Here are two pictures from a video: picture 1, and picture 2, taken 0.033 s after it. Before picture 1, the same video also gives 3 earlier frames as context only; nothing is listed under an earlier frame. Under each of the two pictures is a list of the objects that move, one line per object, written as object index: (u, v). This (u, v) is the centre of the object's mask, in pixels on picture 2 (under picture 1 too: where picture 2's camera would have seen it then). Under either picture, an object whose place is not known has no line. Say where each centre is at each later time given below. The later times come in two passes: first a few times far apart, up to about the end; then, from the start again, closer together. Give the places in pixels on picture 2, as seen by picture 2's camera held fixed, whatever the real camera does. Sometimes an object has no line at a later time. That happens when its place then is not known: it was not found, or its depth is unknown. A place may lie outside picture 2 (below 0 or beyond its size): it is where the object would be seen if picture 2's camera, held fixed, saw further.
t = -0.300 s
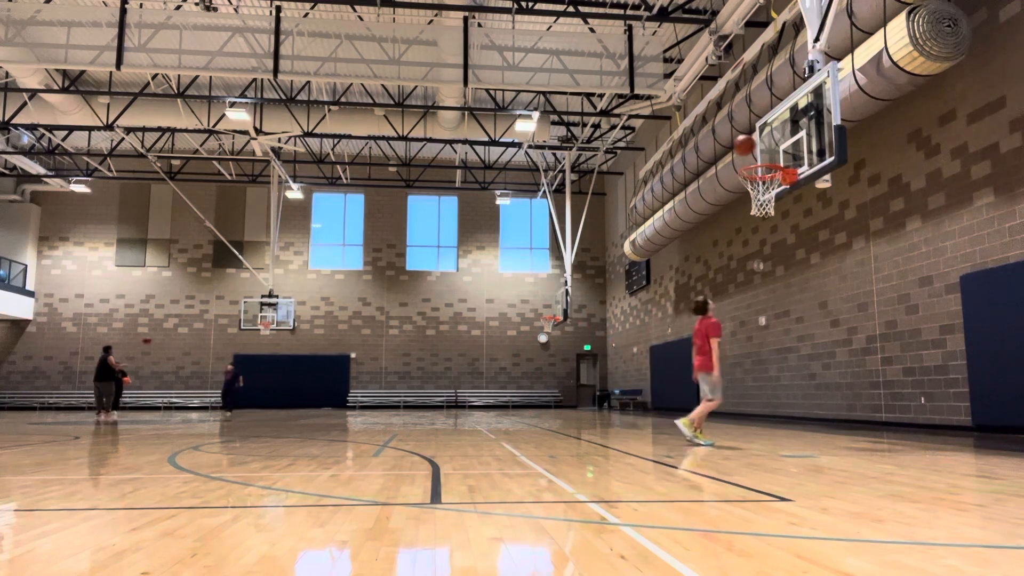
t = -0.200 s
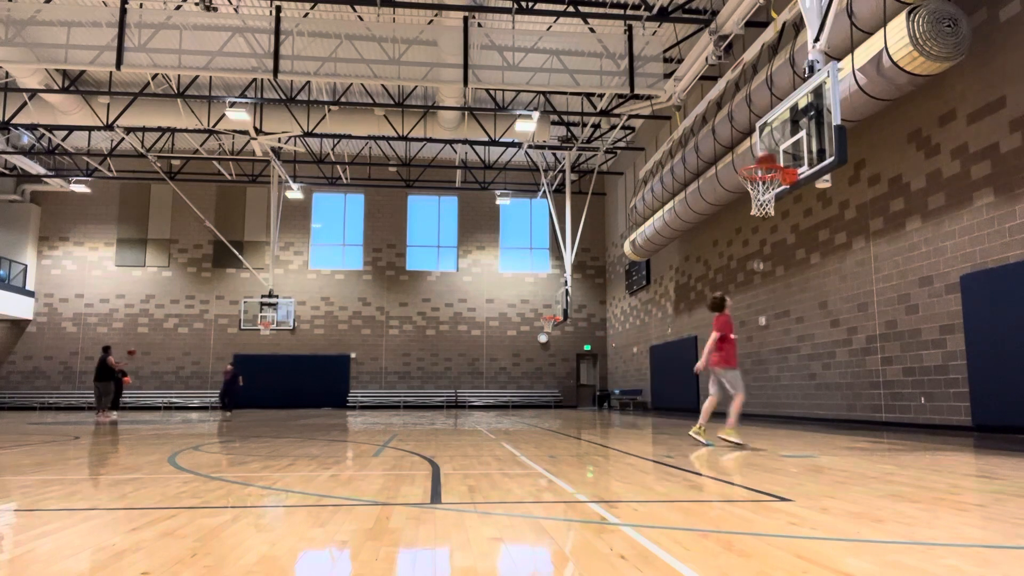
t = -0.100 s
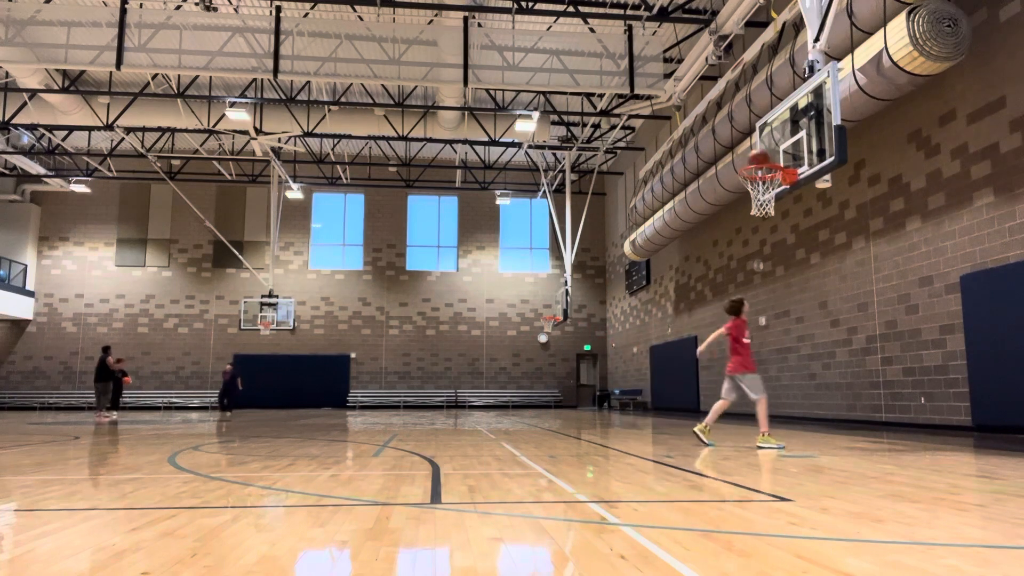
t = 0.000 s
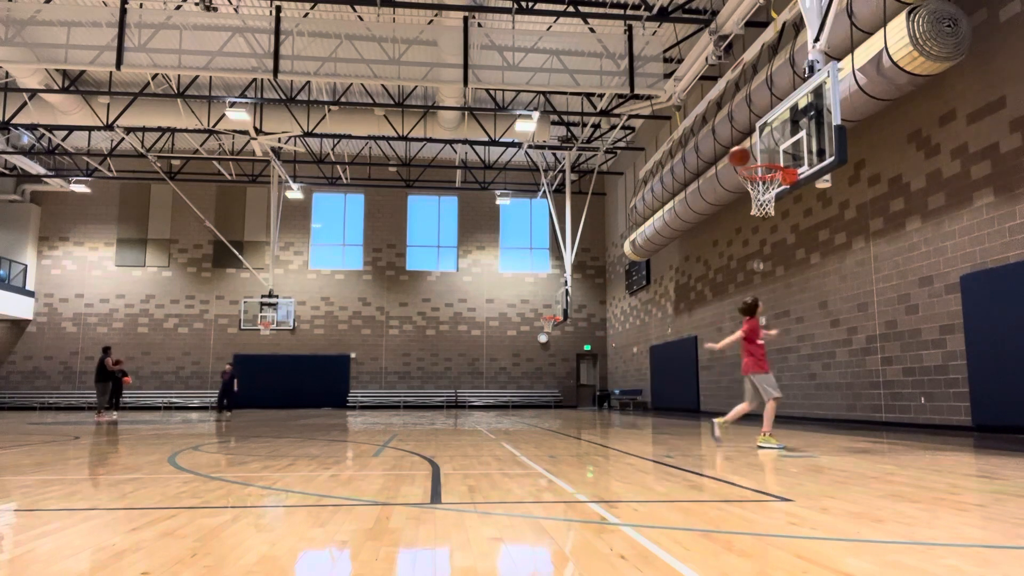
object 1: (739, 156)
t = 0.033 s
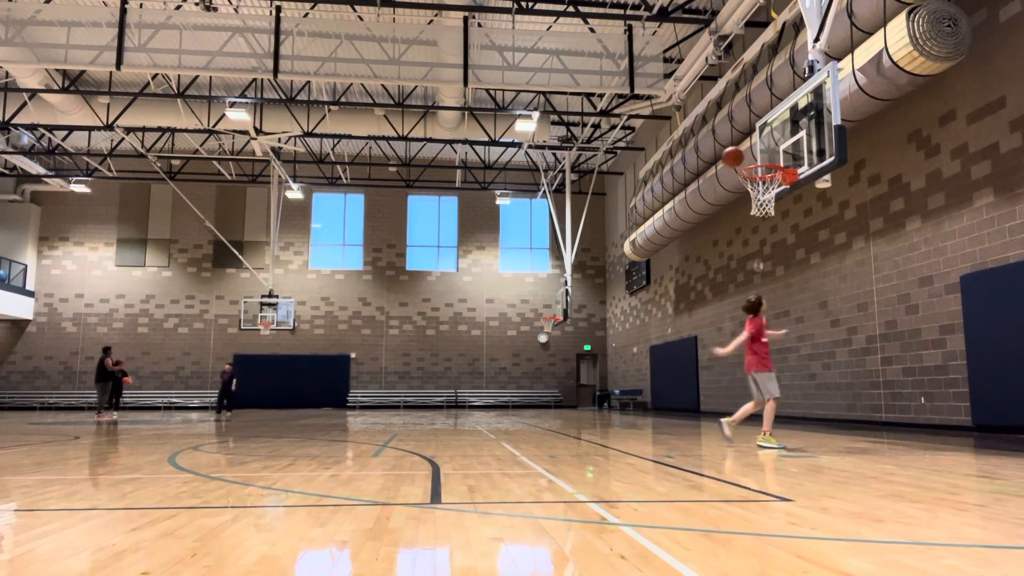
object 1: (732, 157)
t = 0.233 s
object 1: (693, 181)
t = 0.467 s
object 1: (647, 258)
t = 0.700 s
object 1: (598, 392)
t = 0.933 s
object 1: (558, 346)
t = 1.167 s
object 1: (520, 271)
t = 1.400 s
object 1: (482, 251)
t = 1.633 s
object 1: (441, 288)
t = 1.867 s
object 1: (397, 391)
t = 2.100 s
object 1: (353, 375)
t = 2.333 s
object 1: (309, 321)
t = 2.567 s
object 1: (261, 334)
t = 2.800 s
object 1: (205, 419)
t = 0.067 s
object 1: (726, 159)
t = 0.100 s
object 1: (720, 161)
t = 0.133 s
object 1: (713, 165)
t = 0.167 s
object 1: (707, 170)
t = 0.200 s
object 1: (700, 175)
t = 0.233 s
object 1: (693, 181)
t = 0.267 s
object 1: (687, 189)
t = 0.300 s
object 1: (681, 197)
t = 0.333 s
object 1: (674, 207)
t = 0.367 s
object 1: (667, 219)
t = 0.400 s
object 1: (660, 231)
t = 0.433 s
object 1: (653, 243)
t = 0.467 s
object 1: (647, 258)
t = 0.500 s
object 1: (640, 272)
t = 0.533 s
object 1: (634, 289)
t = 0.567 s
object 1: (626, 308)
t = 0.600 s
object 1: (620, 327)
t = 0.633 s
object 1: (611, 347)
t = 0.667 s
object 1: (604, 369)
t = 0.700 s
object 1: (598, 392)
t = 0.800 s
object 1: (578, 413)
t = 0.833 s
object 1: (573, 395)
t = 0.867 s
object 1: (568, 377)
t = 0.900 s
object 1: (563, 361)
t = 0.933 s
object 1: (558, 346)
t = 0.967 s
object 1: (552, 332)
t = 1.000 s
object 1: (547, 319)
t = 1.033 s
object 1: (541, 307)
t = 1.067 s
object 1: (536, 296)
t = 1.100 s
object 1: (531, 286)
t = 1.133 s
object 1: (526, 279)
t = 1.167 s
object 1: (520, 271)
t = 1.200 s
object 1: (515, 265)
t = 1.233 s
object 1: (509, 259)
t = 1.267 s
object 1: (504, 255)
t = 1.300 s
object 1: (498, 252)
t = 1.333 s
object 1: (492, 250)
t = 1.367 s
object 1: (488, 250)
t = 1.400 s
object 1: (482, 251)
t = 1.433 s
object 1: (476, 252)
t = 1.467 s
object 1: (471, 255)
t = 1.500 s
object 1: (465, 259)
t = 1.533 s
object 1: (459, 265)
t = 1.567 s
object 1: (453, 272)
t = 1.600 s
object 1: (447, 280)
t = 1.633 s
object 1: (441, 288)
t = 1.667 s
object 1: (435, 300)
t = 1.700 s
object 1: (429, 310)
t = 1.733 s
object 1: (422, 324)
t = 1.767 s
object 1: (416, 338)
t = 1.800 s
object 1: (411, 354)
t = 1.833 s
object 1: (405, 372)
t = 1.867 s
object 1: (397, 391)
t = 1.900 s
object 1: (391, 411)
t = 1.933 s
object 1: (384, 434)
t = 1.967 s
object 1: (378, 434)
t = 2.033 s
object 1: (365, 402)
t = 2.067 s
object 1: (359, 388)
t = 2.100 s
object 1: (353, 375)
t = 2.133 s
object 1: (347, 364)
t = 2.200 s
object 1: (336, 345)
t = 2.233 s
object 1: (328, 336)
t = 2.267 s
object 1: (322, 330)
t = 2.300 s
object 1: (316, 326)
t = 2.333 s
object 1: (309, 321)
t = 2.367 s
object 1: (303, 319)
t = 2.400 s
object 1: (296, 317)
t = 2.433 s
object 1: (289, 318)
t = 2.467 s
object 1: (282, 321)
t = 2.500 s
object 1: (275, 323)
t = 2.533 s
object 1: (268, 328)
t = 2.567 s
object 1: (261, 334)
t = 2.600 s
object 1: (254, 342)
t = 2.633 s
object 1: (245, 350)
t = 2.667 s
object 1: (238, 361)
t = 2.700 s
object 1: (230, 373)
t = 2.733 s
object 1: (222, 387)
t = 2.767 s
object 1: (213, 402)
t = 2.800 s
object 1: (205, 419)
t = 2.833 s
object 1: (196, 436)
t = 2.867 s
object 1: (188, 445)
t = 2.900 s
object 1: (181, 430)
